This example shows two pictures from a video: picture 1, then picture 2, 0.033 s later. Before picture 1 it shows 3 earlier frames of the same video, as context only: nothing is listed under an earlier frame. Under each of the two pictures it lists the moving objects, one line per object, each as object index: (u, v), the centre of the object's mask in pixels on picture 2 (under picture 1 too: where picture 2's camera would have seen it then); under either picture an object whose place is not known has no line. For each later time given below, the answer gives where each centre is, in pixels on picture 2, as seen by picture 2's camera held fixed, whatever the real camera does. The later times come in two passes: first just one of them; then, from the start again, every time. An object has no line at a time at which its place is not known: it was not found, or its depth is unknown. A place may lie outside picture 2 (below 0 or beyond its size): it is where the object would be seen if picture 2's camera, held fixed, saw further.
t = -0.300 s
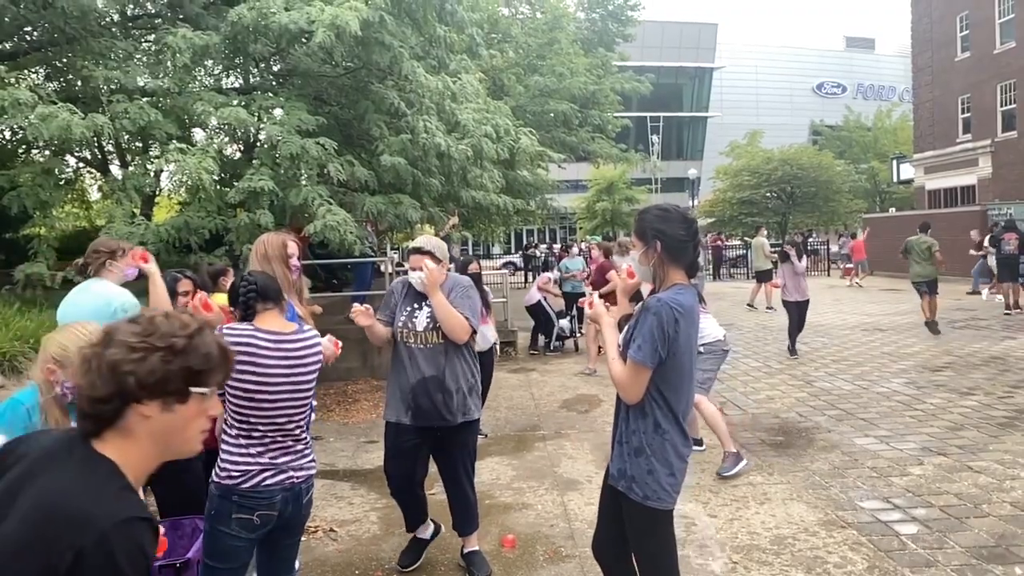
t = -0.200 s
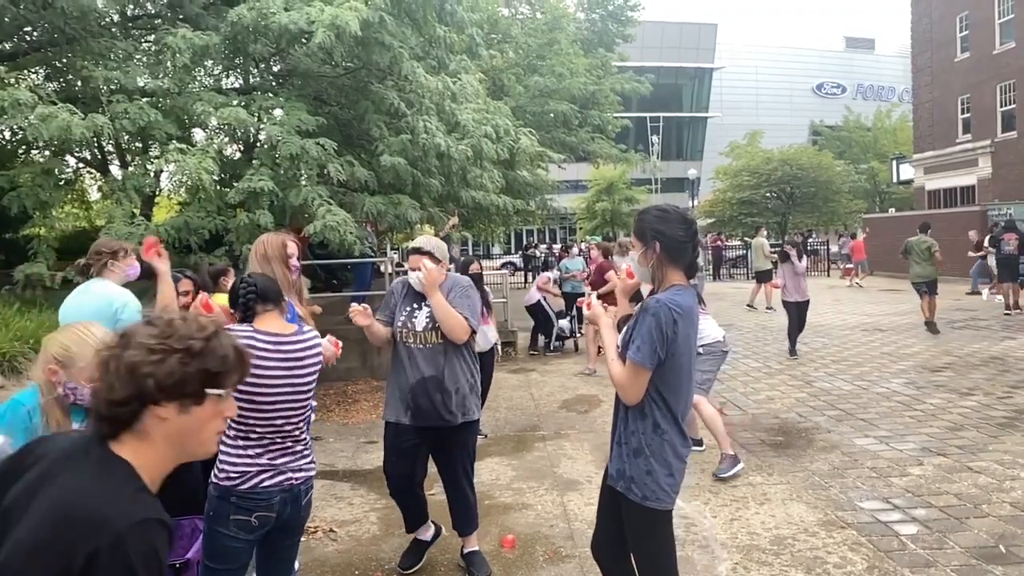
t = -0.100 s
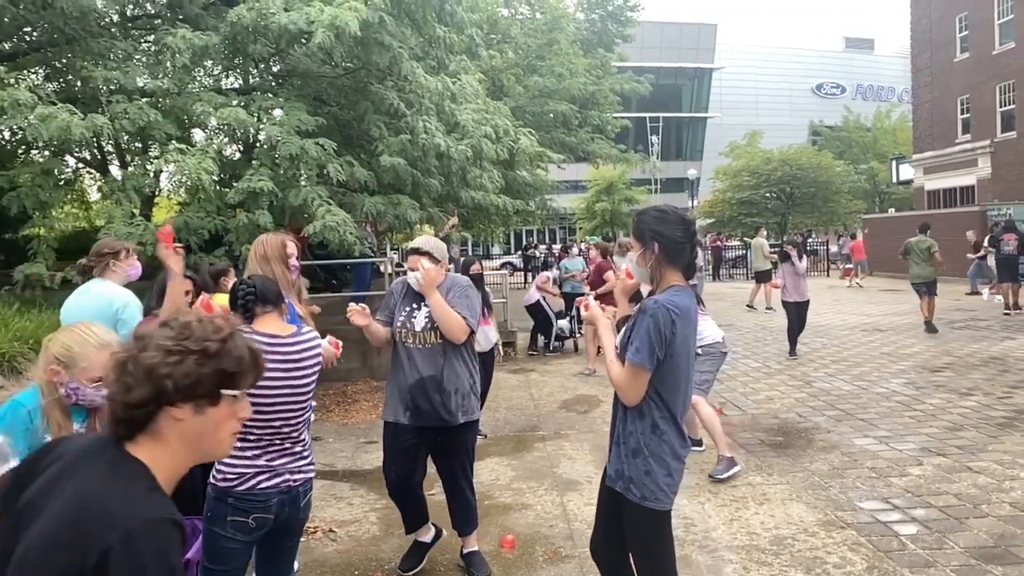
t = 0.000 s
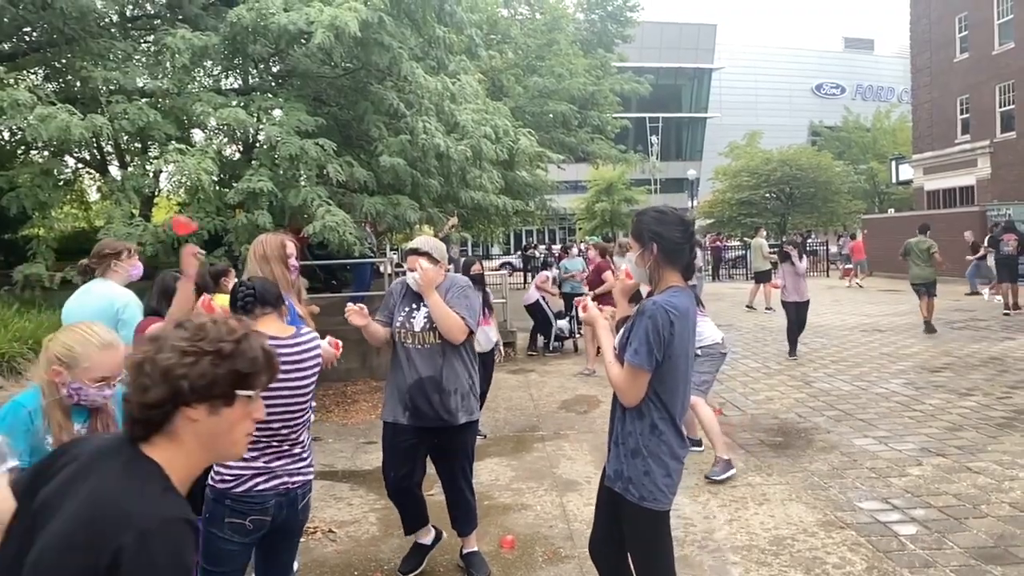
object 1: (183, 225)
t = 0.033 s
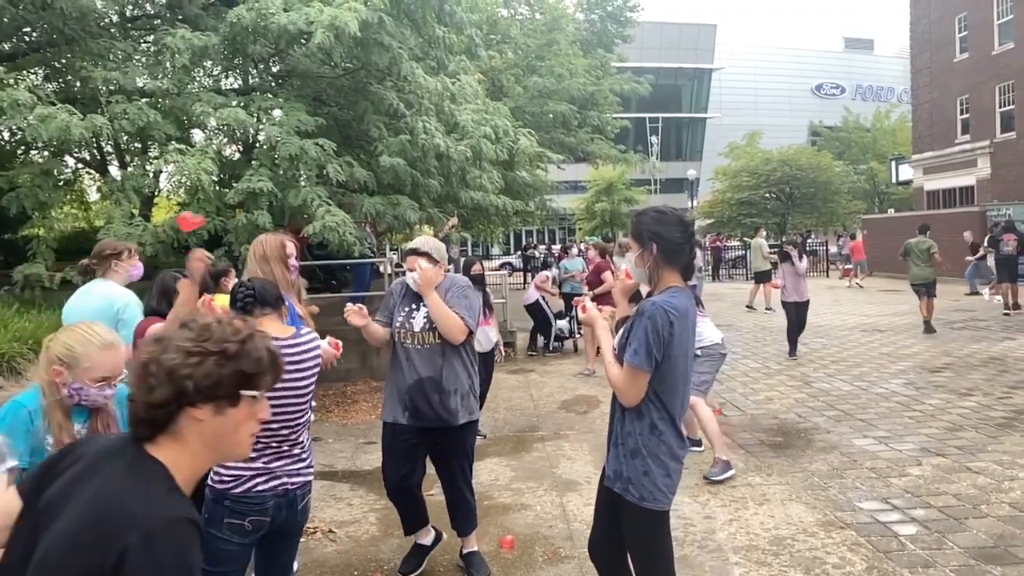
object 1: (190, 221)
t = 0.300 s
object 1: (238, 195)
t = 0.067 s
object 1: (194, 218)
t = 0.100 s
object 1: (200, 214)
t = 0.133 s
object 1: (206, 211)
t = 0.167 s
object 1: (212, 208)
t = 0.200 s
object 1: (219, 204)
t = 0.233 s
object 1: (225, 201)
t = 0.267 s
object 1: (231, 197)
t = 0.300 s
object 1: (238, 195)
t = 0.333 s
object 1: (245, 191)
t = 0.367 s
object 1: (251, 188)
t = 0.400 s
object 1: (259, 185)
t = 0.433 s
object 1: (265, 181)
